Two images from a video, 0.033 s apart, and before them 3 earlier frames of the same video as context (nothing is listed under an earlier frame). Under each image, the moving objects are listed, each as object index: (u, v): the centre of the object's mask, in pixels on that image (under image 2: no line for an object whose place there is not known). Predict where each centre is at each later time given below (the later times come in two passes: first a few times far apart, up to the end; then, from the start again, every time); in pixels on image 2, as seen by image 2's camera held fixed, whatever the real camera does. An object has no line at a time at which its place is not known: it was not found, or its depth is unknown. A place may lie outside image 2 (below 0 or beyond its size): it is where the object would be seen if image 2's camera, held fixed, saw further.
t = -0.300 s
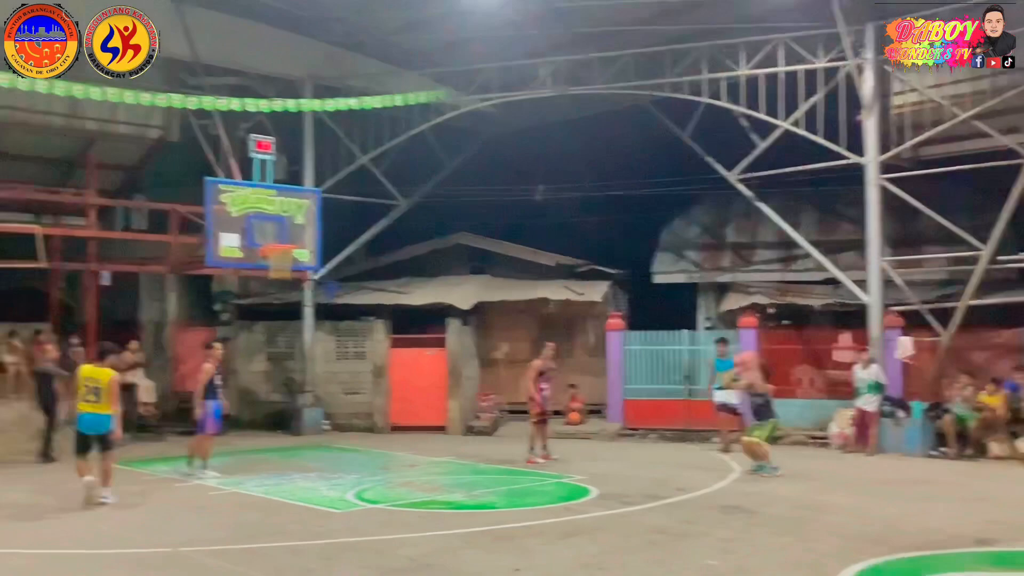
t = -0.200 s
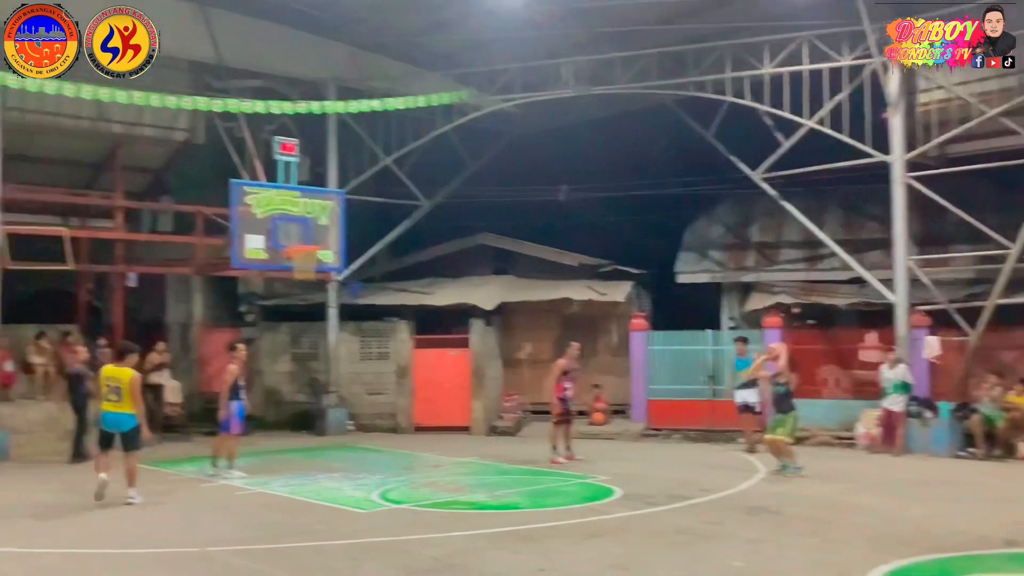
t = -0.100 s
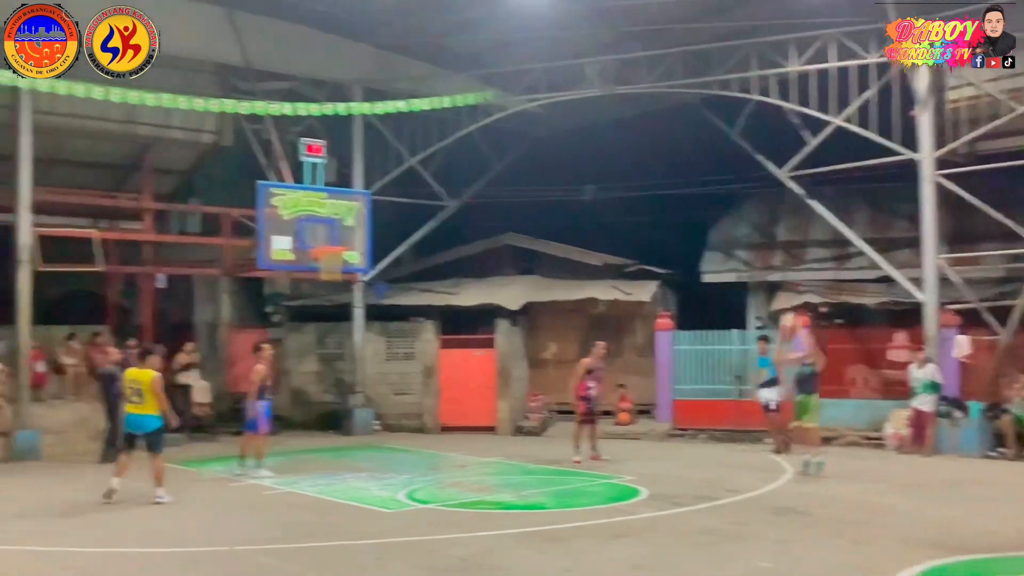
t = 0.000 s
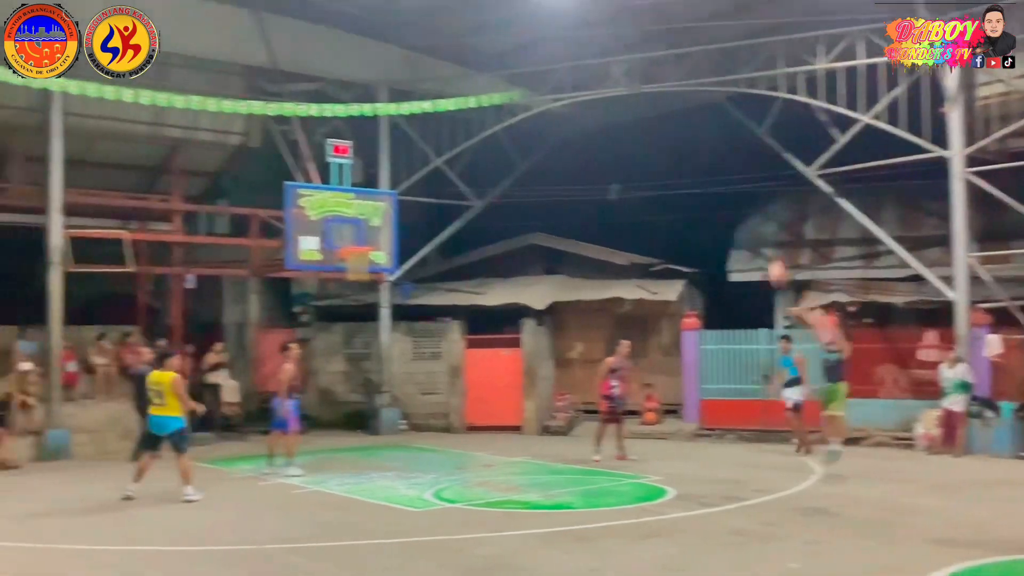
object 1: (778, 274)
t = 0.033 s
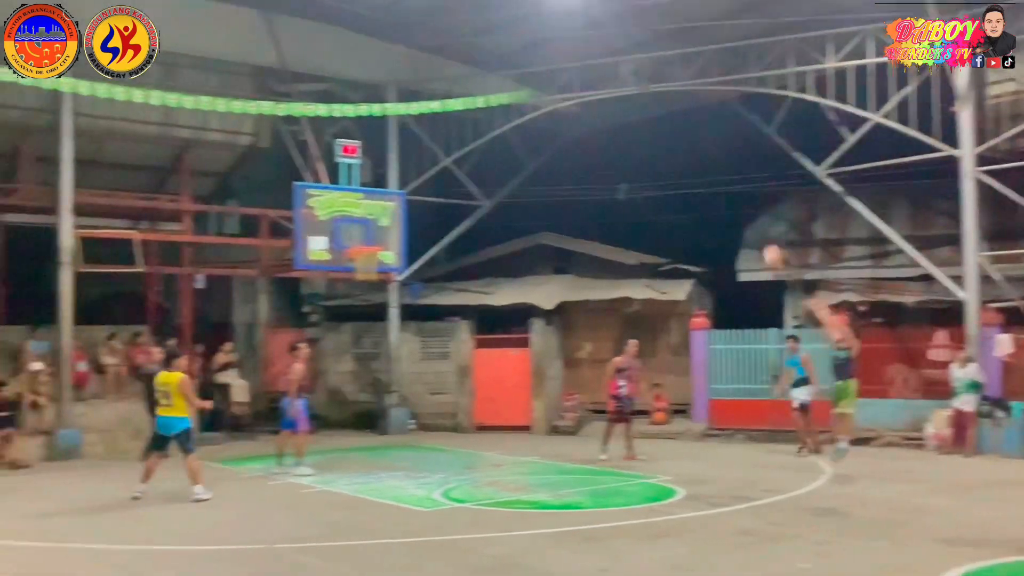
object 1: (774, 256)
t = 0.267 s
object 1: (677, 178)
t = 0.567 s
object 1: (567, 138)
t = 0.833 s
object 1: (483, 156)
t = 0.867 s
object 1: (473, 161)
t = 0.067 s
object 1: (759, 243)
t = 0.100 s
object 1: (744, 229)
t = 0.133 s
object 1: (730, 217)
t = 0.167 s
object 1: (717, 206)
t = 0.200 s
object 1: (703, 196)
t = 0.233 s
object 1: (690, 187)
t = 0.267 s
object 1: (677, 178)
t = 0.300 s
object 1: (665, 169)
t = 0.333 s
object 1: (652, 163)
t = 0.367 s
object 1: (640, 157)
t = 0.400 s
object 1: (627, 152)
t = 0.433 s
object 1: (614, 147)
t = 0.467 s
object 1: (602, 144)
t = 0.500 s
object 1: (590, 141)
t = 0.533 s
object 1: (579, 139)
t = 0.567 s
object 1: (567, 138)
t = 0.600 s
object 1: (556, 137)
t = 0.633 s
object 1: (545, 138)
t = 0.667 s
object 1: (533, 139)
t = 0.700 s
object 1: (523, 141)
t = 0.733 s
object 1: (514, 144)
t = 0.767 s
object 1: (507, 146)
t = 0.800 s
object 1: (493, 151)
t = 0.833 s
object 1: (483, 156)
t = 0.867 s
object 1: (473, 161)
